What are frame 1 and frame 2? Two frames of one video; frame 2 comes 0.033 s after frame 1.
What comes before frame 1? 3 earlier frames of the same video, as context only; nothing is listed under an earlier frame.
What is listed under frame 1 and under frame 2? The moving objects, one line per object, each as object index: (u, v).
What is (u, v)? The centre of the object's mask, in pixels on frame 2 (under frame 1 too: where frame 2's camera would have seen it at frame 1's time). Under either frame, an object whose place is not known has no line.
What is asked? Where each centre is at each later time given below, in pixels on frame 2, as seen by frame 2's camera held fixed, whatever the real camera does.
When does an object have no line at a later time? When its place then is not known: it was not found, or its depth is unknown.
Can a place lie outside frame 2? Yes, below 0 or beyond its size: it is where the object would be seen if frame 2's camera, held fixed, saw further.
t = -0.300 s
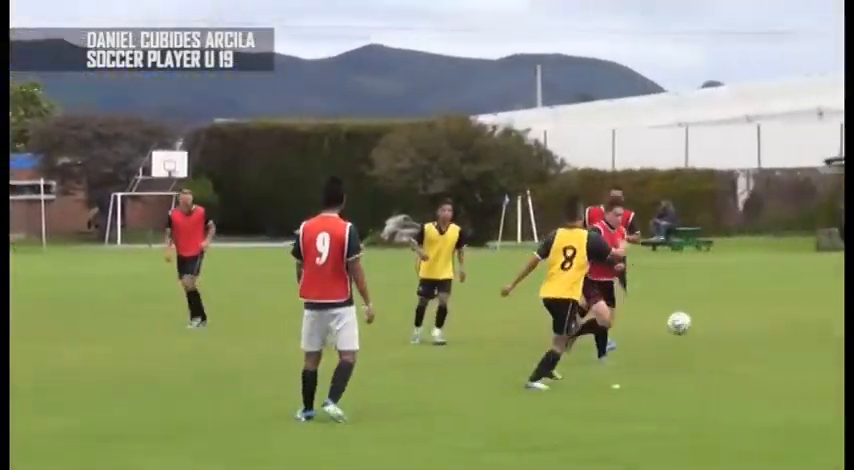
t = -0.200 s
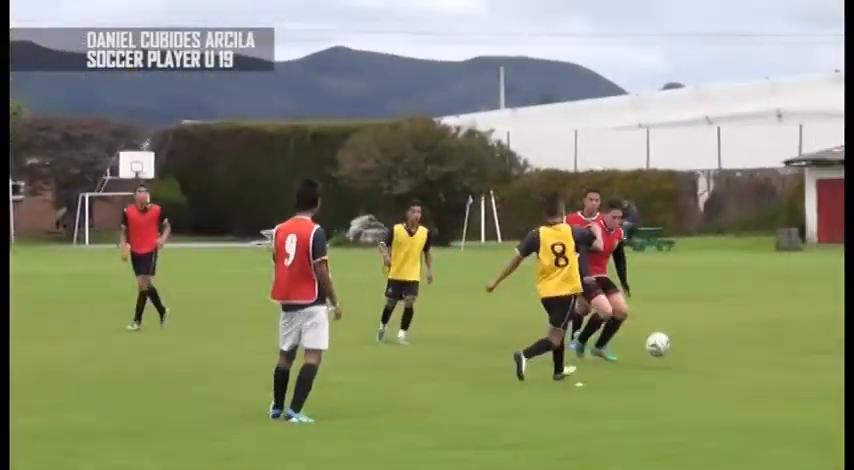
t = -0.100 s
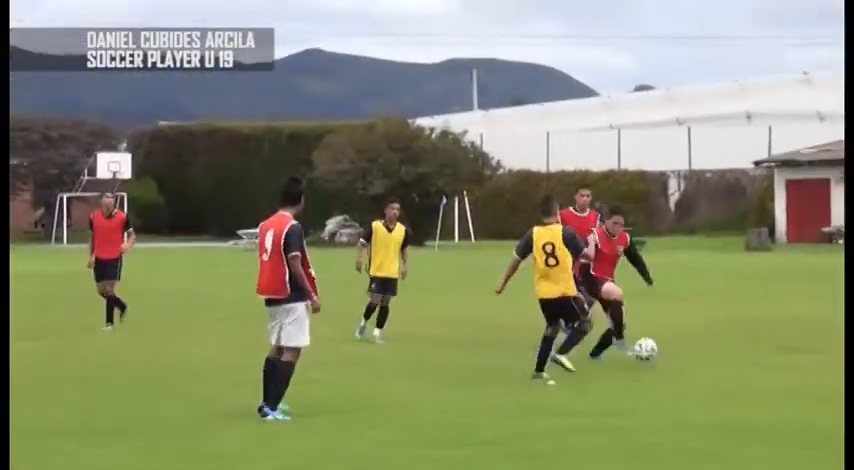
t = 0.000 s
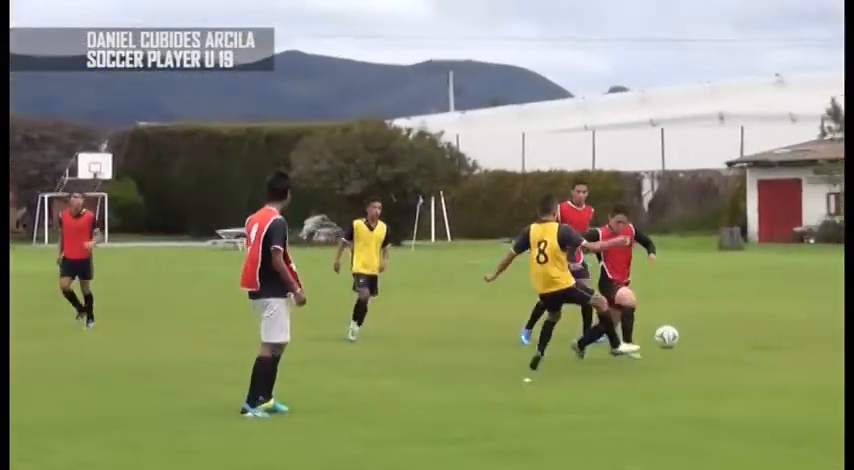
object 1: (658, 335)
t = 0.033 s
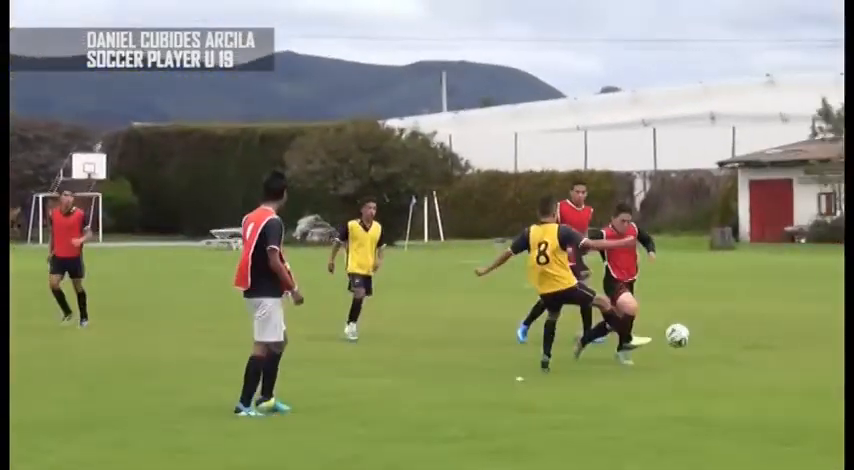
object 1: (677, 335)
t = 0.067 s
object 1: (697, 335)
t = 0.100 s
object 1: (718, 337)
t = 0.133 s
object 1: (739, 340)
